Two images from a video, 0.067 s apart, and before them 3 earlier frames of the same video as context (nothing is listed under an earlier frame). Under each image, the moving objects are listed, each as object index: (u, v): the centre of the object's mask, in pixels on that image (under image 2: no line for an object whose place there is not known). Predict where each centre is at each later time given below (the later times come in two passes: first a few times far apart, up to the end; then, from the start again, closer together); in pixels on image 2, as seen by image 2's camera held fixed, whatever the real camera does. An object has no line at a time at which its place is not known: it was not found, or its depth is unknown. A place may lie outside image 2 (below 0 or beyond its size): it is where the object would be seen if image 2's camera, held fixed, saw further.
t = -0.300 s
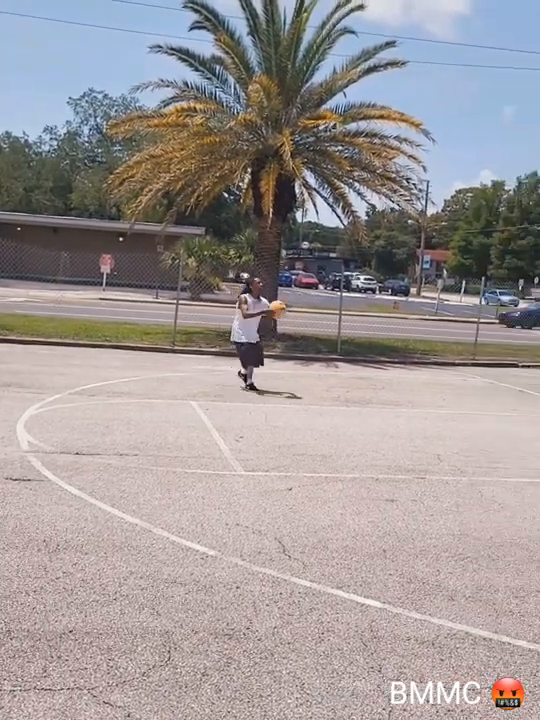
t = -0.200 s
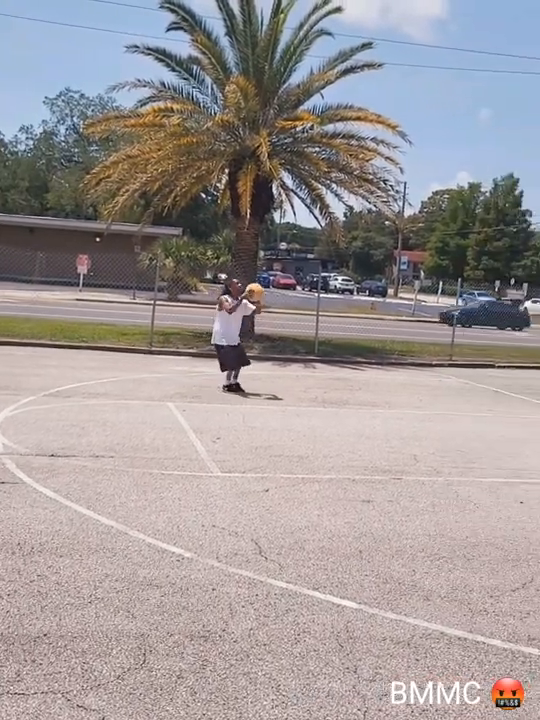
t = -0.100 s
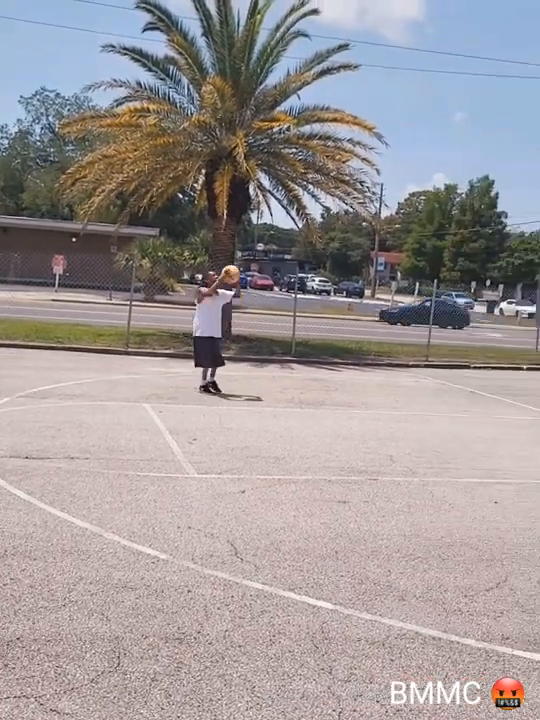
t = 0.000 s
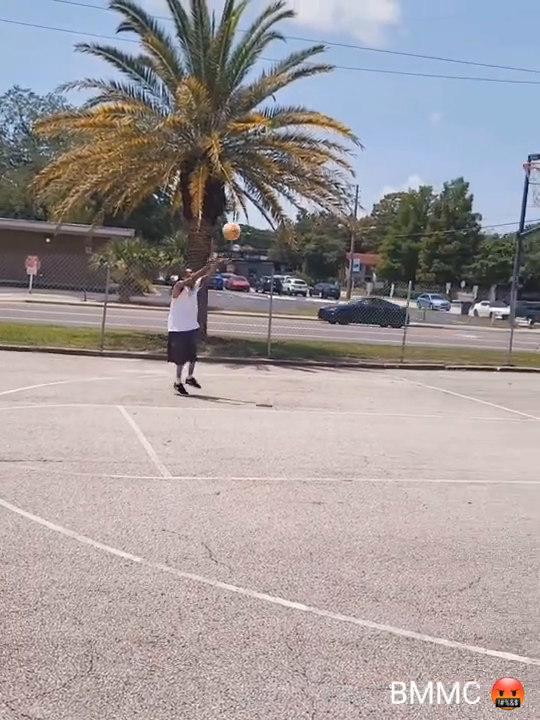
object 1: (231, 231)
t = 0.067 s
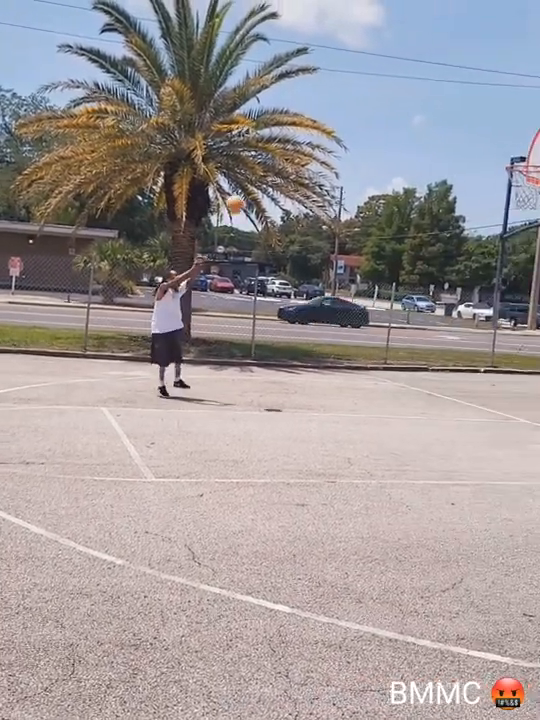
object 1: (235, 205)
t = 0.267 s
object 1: (293, 140)
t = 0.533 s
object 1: (376, 98)
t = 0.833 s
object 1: (467, 123)
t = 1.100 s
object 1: (536, 140)
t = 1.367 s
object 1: (545, 134)
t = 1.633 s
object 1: (516, 185)
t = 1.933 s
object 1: (473, 325)
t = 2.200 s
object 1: (454, 400)
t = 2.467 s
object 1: (462, 287)
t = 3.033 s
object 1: (461, 278)
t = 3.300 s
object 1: (453, 388)
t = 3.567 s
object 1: (450, 395)
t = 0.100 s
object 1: (244, 192)
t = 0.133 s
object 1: (254, 178)
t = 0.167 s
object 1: (265, 167)
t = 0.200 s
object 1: (275, 156)
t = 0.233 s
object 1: (284, 148)
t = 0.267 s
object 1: (293, 140)
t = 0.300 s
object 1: (305, 131)
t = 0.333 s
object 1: (316, 124)
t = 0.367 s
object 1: (325, 117)
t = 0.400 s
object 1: (335, 112)
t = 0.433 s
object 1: (345, 107)
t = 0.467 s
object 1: (356, 103)
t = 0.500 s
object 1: (366, 100)
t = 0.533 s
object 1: (376, 98)
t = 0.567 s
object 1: (386, 97)
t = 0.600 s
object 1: (396, 97)
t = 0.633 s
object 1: (406, 98)
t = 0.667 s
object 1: (416, 100)
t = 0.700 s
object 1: (426, 102)
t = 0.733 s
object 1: (437, 106)
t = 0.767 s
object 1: (447, 111)
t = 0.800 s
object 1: (457, 116)
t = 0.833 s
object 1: (467, 123)
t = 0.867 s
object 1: (478, 130)
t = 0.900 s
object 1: (487, 139)
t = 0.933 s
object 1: (498, 149)
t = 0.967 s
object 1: (507, 159)
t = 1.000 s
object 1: (514, 154)
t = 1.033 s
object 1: (521, 148)
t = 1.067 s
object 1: (528, 143)
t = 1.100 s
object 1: (536, 140)
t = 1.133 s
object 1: (542, 137)
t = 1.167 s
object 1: (548, 136)
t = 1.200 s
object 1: (556, 135)
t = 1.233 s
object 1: (557, 134)
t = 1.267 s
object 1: (555, 133)
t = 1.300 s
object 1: (553, 133)
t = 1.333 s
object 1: (548, 132)
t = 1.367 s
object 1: (545, 134)
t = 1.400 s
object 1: (542, 137)
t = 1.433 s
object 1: (540, 140)
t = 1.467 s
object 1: (535, 145)
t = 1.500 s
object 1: (532, 151)
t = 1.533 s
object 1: (529, 157)
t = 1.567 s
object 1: (524, 166)
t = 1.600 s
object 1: (520, 175)
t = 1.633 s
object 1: (516, 185)
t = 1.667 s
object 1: (513, 196)
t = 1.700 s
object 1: (508, 209)
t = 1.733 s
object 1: (504, 223)
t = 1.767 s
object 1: (499, 237)
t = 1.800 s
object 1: (492, 253)
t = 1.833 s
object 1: (488, 270)
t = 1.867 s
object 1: (483, 287)
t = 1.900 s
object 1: (478, 305)
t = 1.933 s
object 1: (473, 325)
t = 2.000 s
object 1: (466, 367)
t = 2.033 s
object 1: (461, 390)
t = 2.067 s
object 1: (457, 414)
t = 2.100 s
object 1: (452, 438)
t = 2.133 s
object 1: (451, 437)
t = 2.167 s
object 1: (452, 418)
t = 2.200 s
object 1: (454, 400)
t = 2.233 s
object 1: (456, 382)
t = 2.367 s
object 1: (459, 321)
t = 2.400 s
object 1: (461, 309)
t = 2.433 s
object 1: (461, 297)
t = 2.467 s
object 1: (462, 287)
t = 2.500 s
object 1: (463, 278)
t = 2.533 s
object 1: (464, 269)
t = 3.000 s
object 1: (462, 269)
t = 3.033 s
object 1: (461, 278)
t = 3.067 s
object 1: (460, 288)
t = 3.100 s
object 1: (459, 298)
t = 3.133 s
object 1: (458, 309)
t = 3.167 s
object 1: (457, 323)
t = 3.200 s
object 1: (455, 337)
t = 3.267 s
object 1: (454, 369)
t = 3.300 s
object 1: (453, 388)
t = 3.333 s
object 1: (451, 406)
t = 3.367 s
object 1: (449, 427)
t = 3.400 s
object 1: (448, 447)
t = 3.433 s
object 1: (447, 458)
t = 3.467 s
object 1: (448, 440)
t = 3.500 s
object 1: (449, 425)
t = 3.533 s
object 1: (449, 408)
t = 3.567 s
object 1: (450, 395)
